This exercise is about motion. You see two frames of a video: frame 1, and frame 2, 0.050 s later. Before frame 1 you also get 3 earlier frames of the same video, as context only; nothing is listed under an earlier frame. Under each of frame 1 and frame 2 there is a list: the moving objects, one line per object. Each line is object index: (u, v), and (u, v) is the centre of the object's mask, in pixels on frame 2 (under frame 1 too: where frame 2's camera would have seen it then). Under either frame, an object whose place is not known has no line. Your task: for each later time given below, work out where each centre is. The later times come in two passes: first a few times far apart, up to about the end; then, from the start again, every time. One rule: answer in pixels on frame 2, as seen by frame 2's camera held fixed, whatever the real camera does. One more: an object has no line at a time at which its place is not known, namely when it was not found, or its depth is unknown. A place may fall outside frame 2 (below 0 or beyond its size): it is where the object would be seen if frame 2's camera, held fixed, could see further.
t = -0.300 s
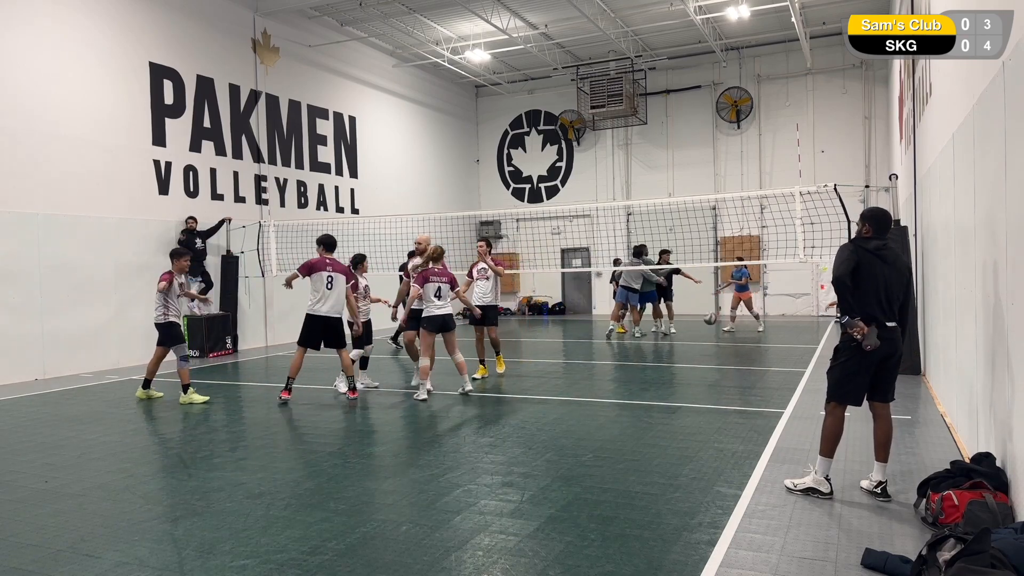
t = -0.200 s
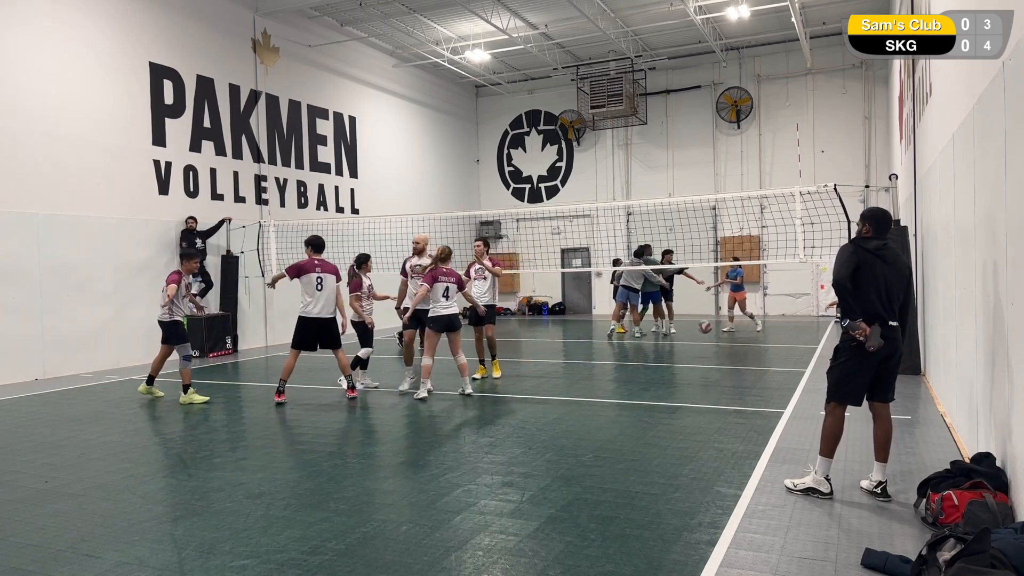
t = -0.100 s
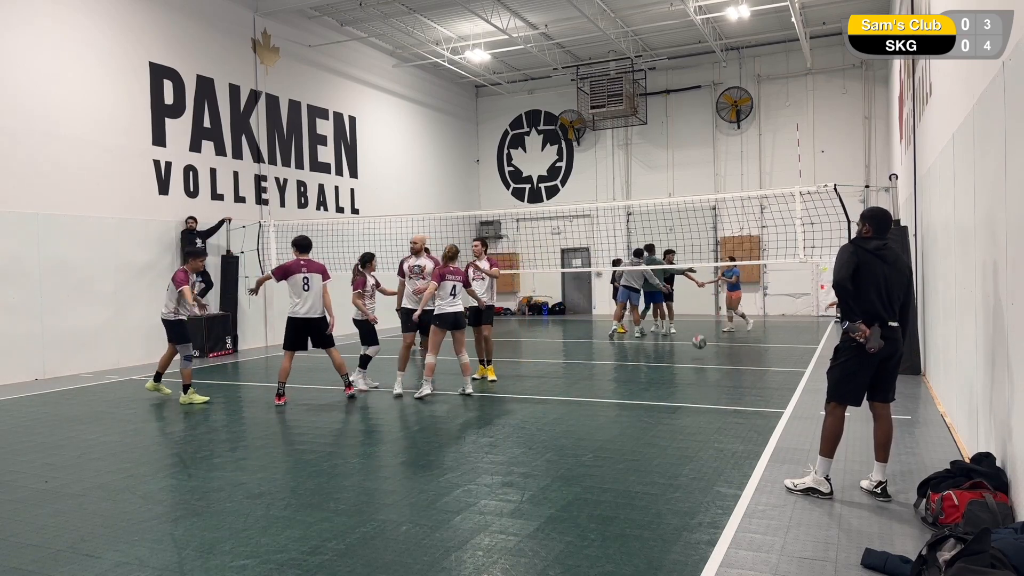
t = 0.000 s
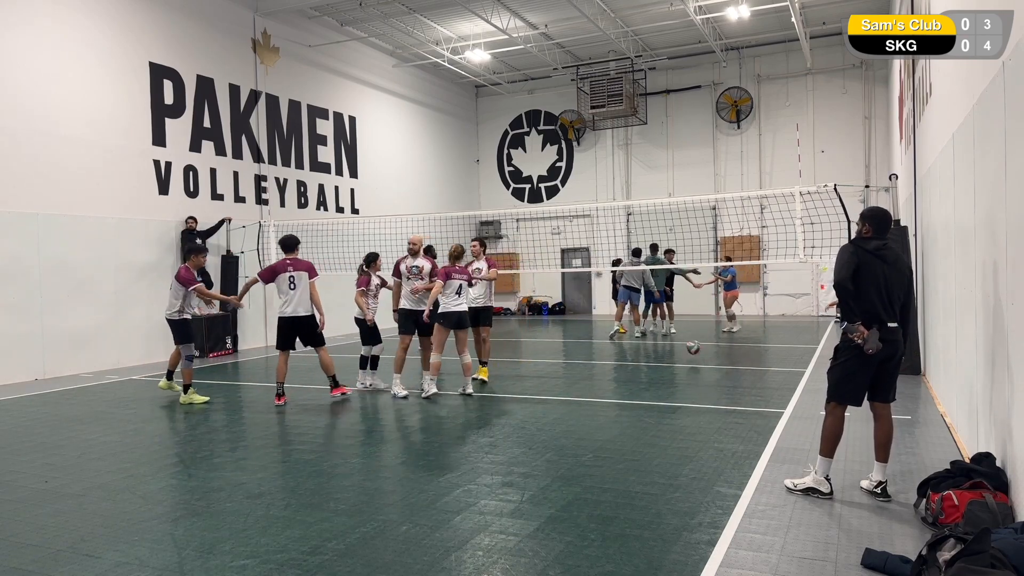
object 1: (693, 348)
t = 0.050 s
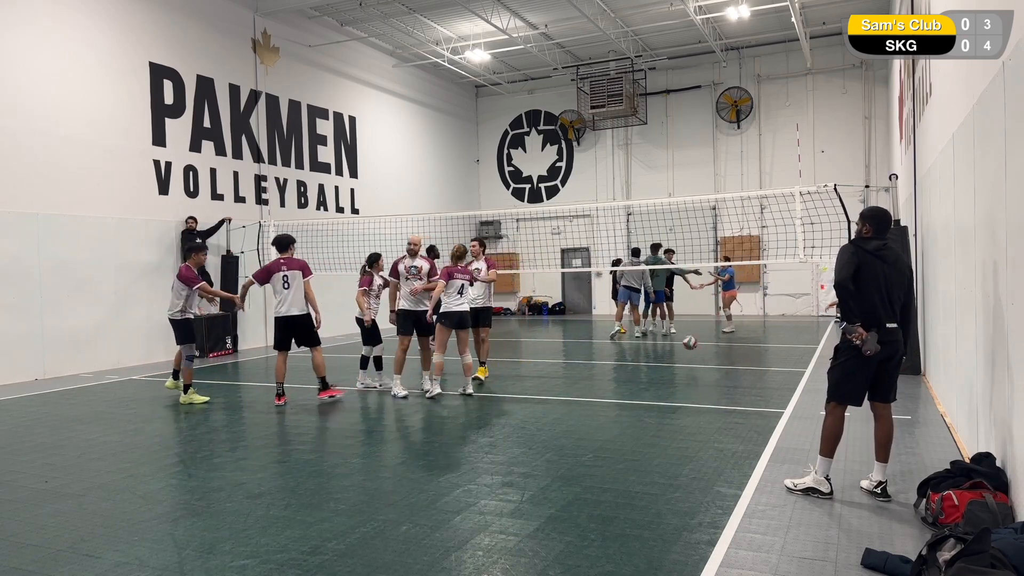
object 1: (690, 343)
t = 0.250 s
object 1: (676, 340)
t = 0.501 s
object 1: (657, 363)
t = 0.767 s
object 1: (634, 364)
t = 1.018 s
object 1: (610, 377)
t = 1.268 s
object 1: (581, 395)
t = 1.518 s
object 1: (548, 409)
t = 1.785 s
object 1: (506, 425)
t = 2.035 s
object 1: (457, 444)
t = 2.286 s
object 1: (397, 471)
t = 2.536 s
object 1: (320, 502)
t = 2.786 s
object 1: (222, 543)
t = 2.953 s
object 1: (142, 565)
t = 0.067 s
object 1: (689, 341)
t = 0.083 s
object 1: (687, 340)
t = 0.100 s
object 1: (687, 339)
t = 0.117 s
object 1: (685, 339)
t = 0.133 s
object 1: (684, 338)
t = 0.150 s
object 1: (683, 338)
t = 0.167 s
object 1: (682, 338)
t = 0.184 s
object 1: (681, 338)
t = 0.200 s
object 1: (680, 338)
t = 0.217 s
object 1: (679, 339)
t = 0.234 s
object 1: (678, 339)
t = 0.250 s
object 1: (676, 340)
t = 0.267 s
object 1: (675, 341)
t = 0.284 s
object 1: (674, 342)
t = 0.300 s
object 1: (673, 343)
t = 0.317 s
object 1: (671, 345)
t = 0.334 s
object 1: (670, 347)
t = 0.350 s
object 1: (669, 349)
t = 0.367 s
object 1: (668, 352)
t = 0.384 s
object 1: (666, 354)
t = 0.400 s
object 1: (665, 357)
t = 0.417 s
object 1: (664, 359)
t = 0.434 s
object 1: (663, 363)
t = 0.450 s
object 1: (662, 367)
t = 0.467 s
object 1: (661, 367)
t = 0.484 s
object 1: (659, 365)
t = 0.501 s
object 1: (657, 363)
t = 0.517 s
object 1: (656, 361)
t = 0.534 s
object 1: (655, 360)
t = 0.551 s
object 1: (653, 359)
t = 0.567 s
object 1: (652, 358)
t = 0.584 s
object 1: (650, 357)
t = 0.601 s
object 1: (649, 357)
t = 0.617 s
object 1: (648, 356)
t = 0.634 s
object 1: (646, 356)
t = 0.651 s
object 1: (645, 357)
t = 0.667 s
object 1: (643, 357)
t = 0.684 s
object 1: (642, 358)
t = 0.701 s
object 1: (640, 359)
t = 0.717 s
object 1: (639, 360)
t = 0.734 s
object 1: (637, 361)
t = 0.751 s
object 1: (636, 362)
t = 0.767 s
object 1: (634, 364)
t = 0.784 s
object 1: (633, 366)
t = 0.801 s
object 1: (632, 368)
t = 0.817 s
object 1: (630, 371)
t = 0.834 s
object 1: (628, 374)
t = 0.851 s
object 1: (627, 377)
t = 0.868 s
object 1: (625, 380)
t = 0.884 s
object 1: (624, 383)
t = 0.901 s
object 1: (622, 382)
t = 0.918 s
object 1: (620, 381)
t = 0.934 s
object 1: (618, 379)
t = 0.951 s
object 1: (617, 379)
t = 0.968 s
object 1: (615, 378)
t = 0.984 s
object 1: (613, 377)
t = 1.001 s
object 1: (612, 377)
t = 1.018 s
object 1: (610, 377)
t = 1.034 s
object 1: (608, 377)
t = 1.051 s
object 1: (606, 378)
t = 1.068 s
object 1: (604, 378)
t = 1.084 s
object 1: (603, 380)
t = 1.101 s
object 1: (601, 381)
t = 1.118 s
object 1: (599, 383)
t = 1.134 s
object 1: (596, 385)
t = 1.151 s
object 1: (595, 387)
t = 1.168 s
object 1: (593, 390)
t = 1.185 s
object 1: (591, 392)
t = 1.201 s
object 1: (589, 396)
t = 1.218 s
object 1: (587, 398)
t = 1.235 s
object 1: (585, 396)
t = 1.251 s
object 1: (583, 395)
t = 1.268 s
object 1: (581, 395)
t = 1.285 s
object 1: (579, 394)
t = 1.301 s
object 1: (577, 394)
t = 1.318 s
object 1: (574, 395)
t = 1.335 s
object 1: (572, 395)
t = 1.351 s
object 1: (570, 396)
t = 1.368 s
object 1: (568, 397)
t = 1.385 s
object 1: (566, 398)
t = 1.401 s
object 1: (564, 400)
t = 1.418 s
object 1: (562, 402)
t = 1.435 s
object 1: (559, 404)
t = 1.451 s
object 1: (557, 407)
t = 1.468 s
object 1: (555, 410)
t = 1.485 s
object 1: (552, 411)
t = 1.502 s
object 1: (550, 410)
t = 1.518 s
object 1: (548, 409)
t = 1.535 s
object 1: (545, 409)
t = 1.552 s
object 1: (543, 408)
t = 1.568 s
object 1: (540, 408)
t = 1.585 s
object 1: (538, 409)
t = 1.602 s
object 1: (535, 409)
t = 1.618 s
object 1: (533, 411)
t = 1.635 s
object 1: (530, 412)
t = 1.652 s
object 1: (528, 413)
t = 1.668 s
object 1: (525, 415)
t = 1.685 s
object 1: (522, 418)
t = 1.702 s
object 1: (520, 421)
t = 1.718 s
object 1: (517, 424)
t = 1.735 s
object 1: (514, 427)
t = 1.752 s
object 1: (511, 426)
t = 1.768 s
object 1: (508, 425)
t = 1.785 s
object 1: (506, 425)
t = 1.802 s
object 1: (503, 425)
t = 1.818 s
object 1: (500, 426)
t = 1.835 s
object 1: (497, 427)
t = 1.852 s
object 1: (493, 428)
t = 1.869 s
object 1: (491, 430)
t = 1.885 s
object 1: (488, 432)
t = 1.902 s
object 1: (484, 434)
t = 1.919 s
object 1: (481, 437)
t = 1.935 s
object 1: (478, 440)
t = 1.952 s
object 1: (475, 443)
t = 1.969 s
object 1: (471, 443)
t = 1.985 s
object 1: (468, 443)
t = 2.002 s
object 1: (464, 443)
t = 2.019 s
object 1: (461, 443)
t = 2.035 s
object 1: (457, 444)
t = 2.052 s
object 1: (453, 445)
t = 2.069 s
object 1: (450, 447)
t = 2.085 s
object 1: (446, 449)
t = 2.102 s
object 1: (443, 452)
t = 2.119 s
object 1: (438, 455)
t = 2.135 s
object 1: (434, 459)
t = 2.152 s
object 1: (430, 461)
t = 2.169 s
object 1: (426, 461)
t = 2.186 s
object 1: (422, 461)
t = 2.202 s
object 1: (418, 462)
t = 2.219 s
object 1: (414, 463)
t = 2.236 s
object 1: (410, 464)
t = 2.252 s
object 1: (405, 466)
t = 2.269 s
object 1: (401, 468)
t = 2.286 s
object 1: (397, 471)
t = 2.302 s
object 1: (392, 474)
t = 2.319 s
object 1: (388, 478)
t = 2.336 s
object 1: (383, 480)
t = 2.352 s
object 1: (378, 481)
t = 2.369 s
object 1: (373, 482)
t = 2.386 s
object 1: (368, 483)
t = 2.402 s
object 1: (363, 486)
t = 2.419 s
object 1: (358, 488)
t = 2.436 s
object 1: (353, 491)
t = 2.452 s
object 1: (348, 495)
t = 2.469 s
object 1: (342, 497)
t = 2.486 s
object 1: (337, 497)
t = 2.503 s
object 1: (332, 499)
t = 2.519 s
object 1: (326, 500)
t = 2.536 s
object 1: (320, 502)
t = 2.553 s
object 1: (314, 505)
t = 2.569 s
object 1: (309, 508)
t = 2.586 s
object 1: (303, 512)
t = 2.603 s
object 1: (297, 515)
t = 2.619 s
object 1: (290, 517)
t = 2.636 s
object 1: (284, 519)
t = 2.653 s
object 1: (277, 520)
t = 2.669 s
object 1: (271, 523)
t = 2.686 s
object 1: (264, 527)
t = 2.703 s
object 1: (258, 530)
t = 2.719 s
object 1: (251, 534)
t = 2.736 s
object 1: (244, 536)
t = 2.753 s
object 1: (237, 538)
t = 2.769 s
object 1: (230, 541)
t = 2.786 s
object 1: (222, 543)
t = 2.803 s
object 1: (215, 547)
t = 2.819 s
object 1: (207, 551)
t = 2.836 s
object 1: (199, 553)
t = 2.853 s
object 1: (191, 554)
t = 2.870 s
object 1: (183, 557)
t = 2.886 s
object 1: (175, 559)
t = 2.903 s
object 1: (167, 560)
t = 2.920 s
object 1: (159, 562)
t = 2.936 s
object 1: (150, 563)
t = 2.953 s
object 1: (142, 565)
